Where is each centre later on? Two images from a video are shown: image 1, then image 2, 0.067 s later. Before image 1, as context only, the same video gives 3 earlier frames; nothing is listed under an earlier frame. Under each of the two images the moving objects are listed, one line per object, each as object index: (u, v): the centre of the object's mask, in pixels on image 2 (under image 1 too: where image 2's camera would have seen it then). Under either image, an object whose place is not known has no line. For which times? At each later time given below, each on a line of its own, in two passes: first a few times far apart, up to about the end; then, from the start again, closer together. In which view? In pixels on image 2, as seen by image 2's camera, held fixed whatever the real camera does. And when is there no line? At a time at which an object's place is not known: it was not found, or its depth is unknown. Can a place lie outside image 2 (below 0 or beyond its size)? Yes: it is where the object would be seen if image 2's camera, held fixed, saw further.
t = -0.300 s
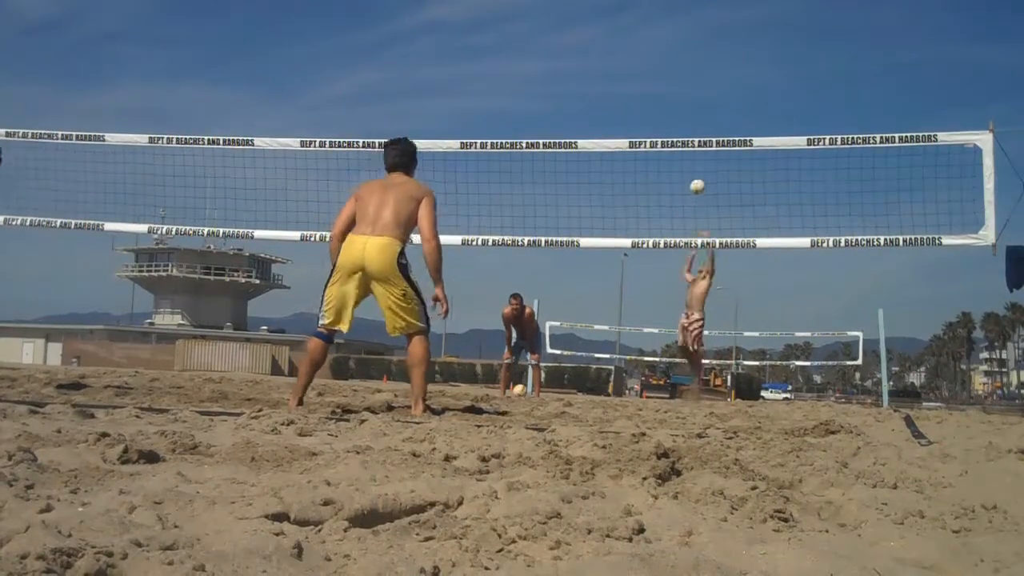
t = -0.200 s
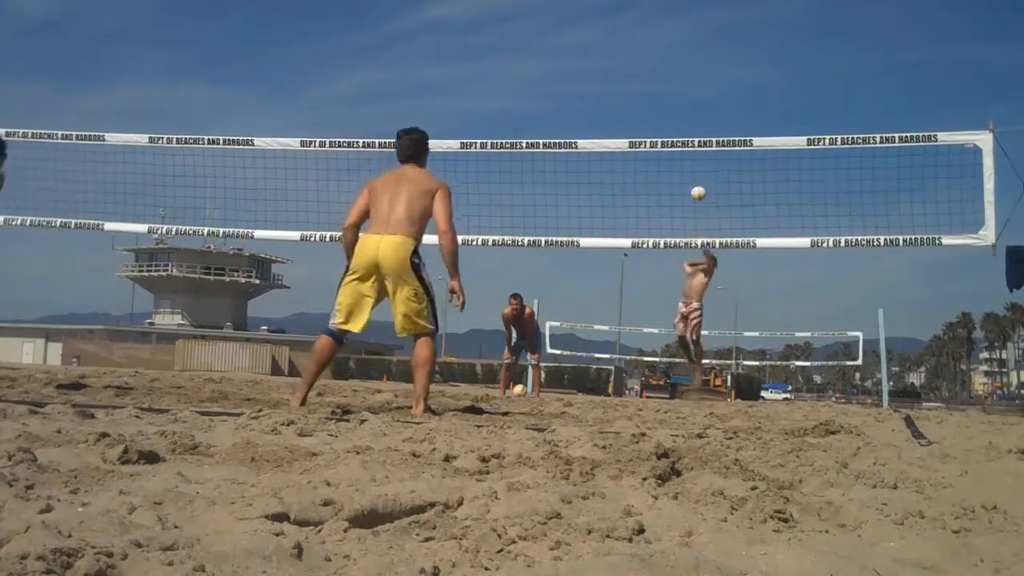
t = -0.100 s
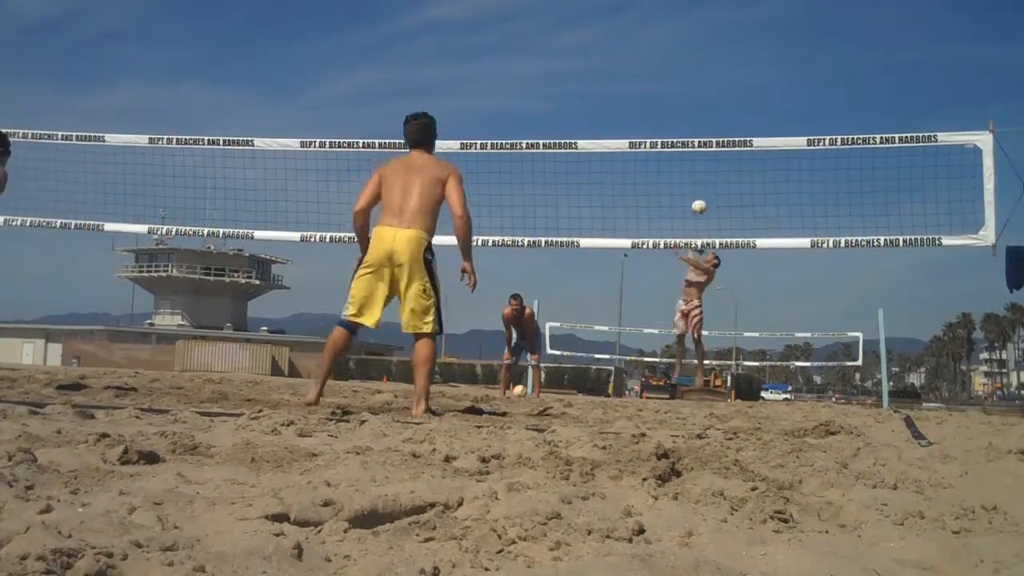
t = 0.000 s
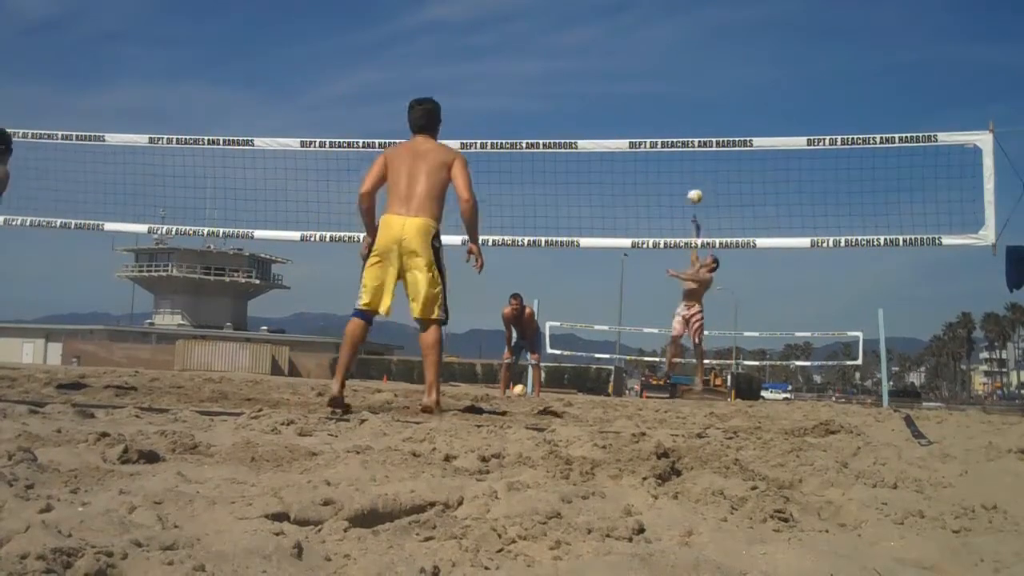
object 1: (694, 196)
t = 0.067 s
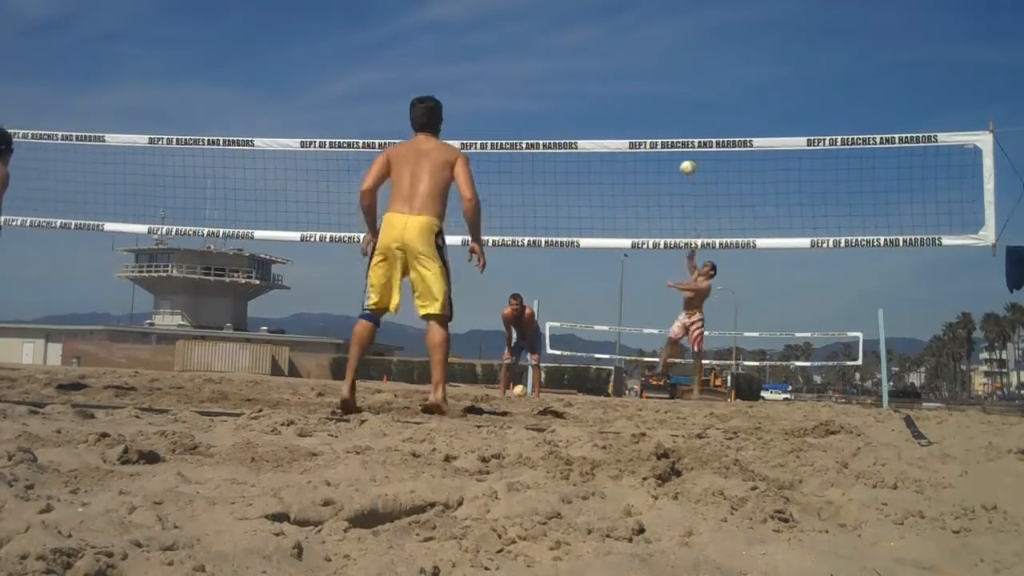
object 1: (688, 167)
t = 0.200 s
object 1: (670, 113)
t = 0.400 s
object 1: (636, 49)
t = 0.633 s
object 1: (589, 5)
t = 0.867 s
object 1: (530, 4)
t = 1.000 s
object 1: (487, 21)
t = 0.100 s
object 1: (683, 154)
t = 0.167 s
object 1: (674, 126)
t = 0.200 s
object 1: (670, 113)
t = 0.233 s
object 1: (665, 101)
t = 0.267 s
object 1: (659, 89)
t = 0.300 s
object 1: (654, 78)
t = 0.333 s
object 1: (648, 68)
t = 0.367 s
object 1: (642, 58)
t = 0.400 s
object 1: (636, 49)
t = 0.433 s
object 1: (630, 40)
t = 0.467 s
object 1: (623, 31)
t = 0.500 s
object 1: (617, 23)
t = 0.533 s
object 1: (610, 17)
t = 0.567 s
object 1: (603, 11)
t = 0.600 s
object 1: (596, 7)
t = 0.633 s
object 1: (589, 5)
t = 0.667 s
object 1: (582, 4)
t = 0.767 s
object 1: (557, 2)
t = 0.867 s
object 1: (530, 4)
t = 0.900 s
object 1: (521, 6)
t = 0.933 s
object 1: (510, 9)
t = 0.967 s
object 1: (499, 12)
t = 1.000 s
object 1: (487, 21)
